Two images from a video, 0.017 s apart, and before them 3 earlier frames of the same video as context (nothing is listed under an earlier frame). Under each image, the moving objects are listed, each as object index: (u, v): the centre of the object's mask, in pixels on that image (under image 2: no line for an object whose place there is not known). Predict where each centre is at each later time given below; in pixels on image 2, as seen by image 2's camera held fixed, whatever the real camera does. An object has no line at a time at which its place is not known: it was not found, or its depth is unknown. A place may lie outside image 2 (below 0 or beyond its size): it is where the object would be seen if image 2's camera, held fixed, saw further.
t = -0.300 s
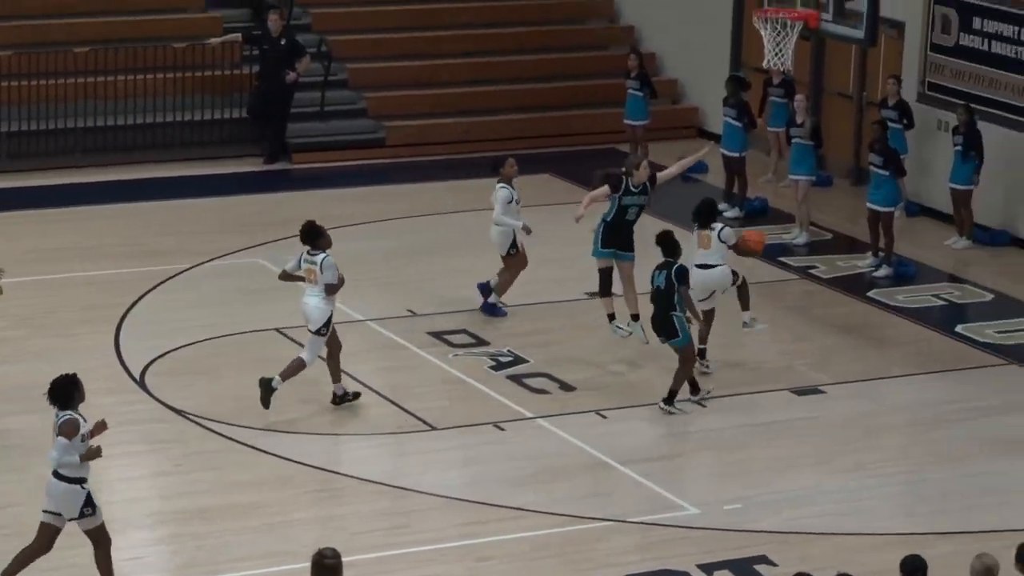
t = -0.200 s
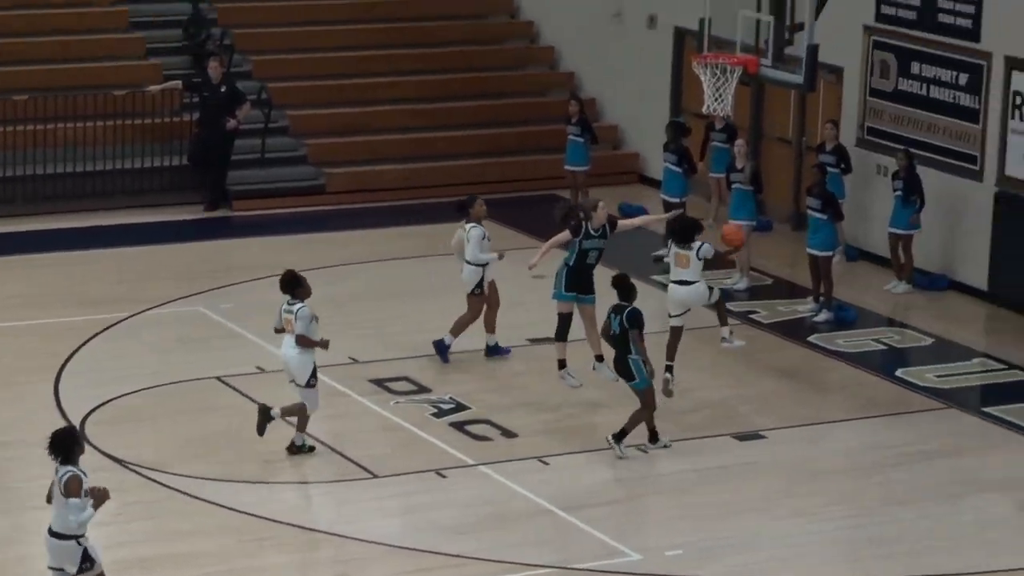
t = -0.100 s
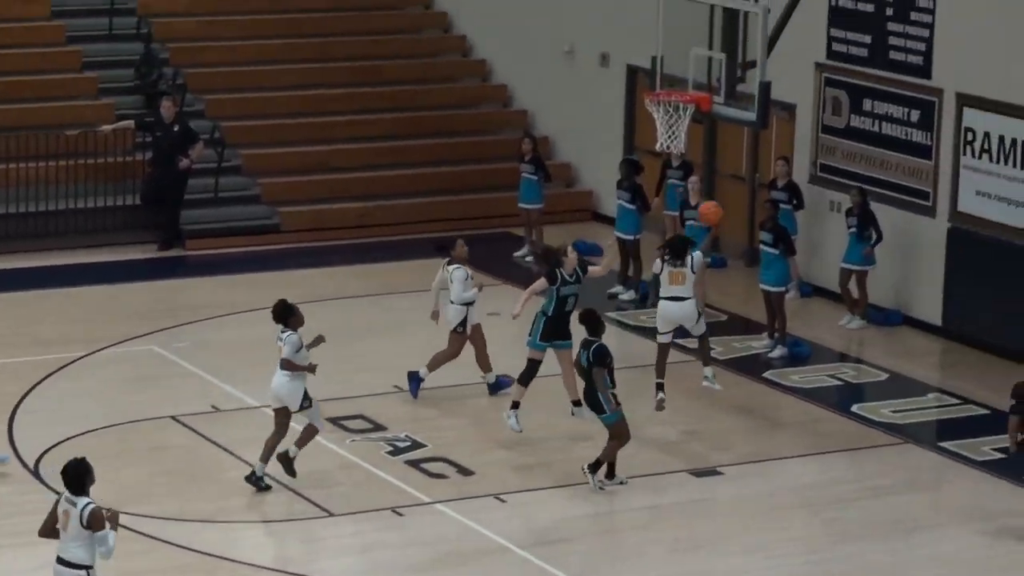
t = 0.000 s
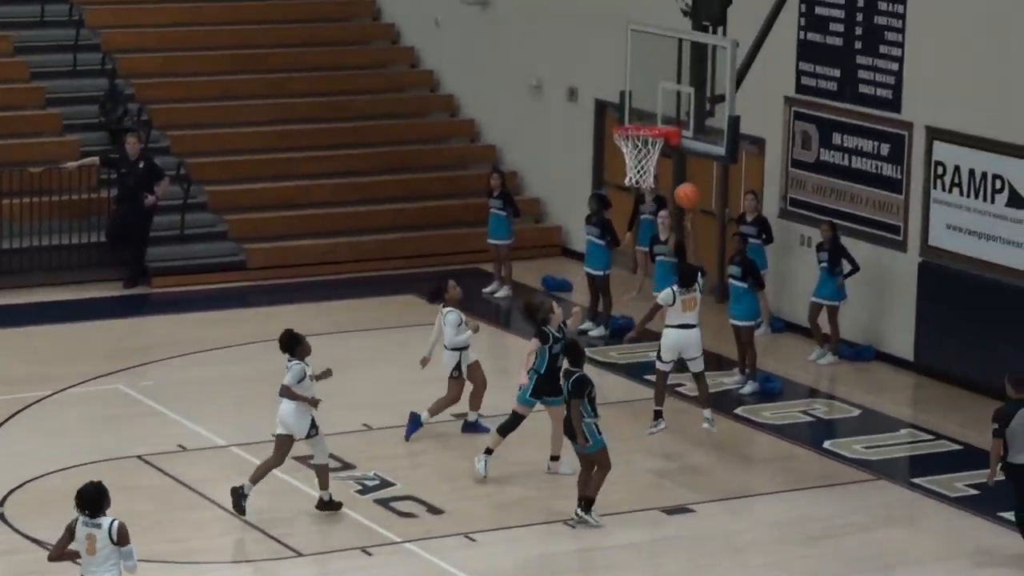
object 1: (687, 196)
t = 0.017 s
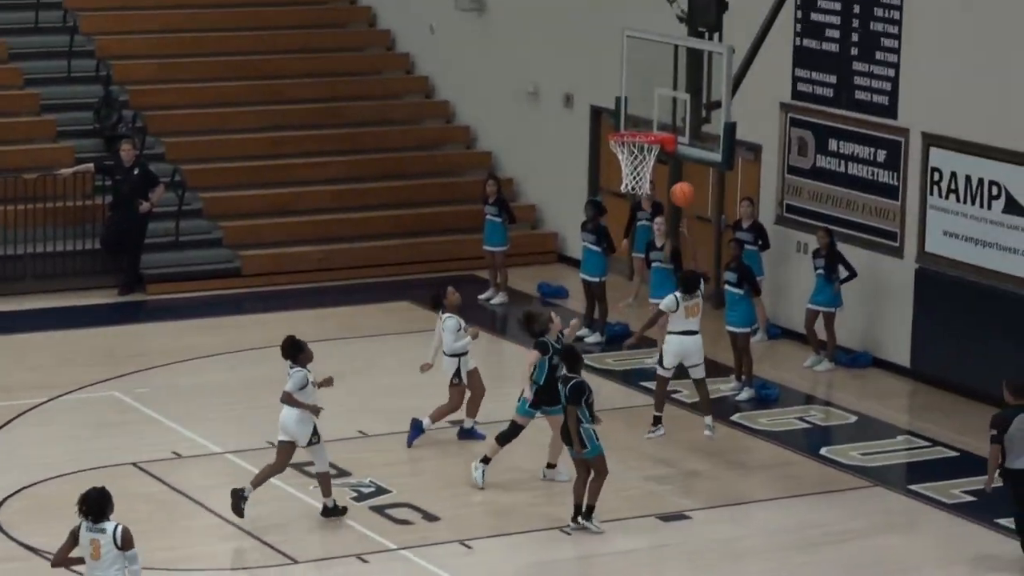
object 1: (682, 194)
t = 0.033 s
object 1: (683, 187)
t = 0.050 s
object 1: (683, 179)
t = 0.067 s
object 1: (684, 173)
